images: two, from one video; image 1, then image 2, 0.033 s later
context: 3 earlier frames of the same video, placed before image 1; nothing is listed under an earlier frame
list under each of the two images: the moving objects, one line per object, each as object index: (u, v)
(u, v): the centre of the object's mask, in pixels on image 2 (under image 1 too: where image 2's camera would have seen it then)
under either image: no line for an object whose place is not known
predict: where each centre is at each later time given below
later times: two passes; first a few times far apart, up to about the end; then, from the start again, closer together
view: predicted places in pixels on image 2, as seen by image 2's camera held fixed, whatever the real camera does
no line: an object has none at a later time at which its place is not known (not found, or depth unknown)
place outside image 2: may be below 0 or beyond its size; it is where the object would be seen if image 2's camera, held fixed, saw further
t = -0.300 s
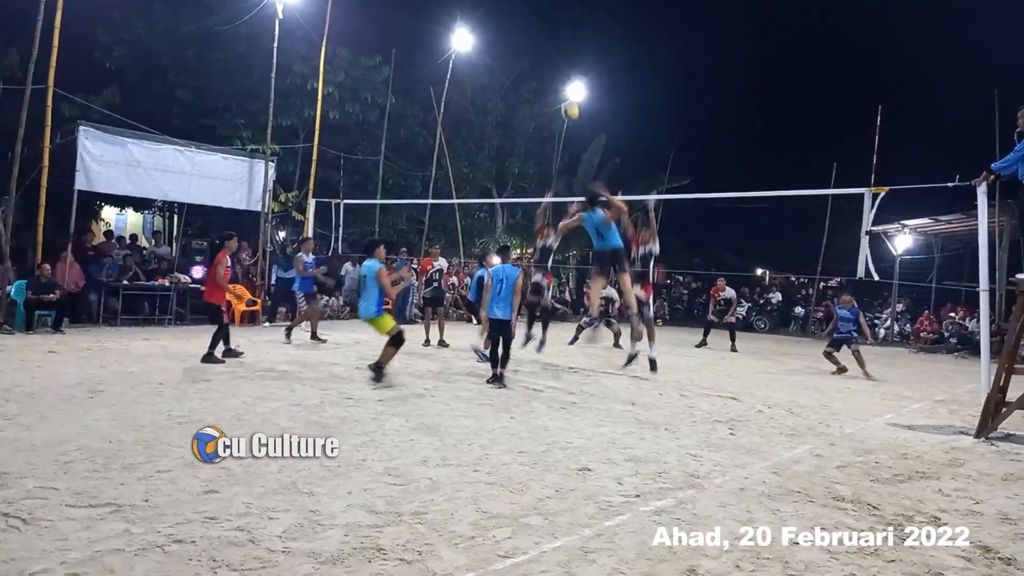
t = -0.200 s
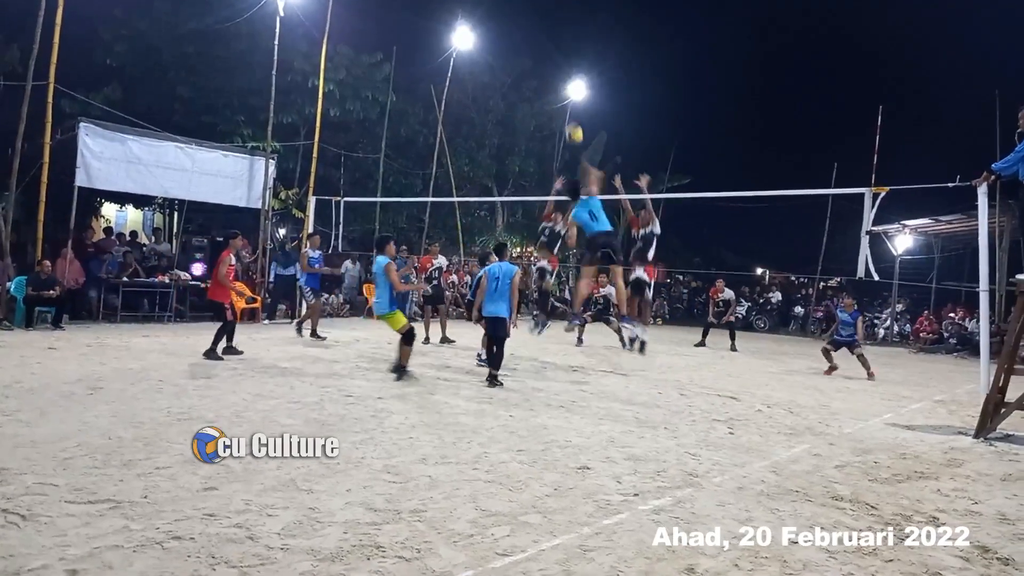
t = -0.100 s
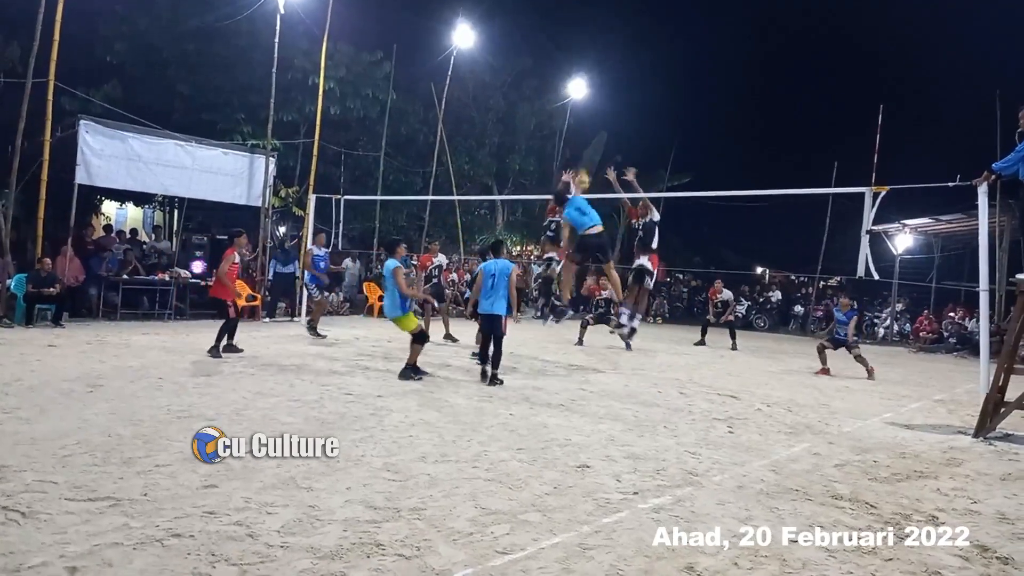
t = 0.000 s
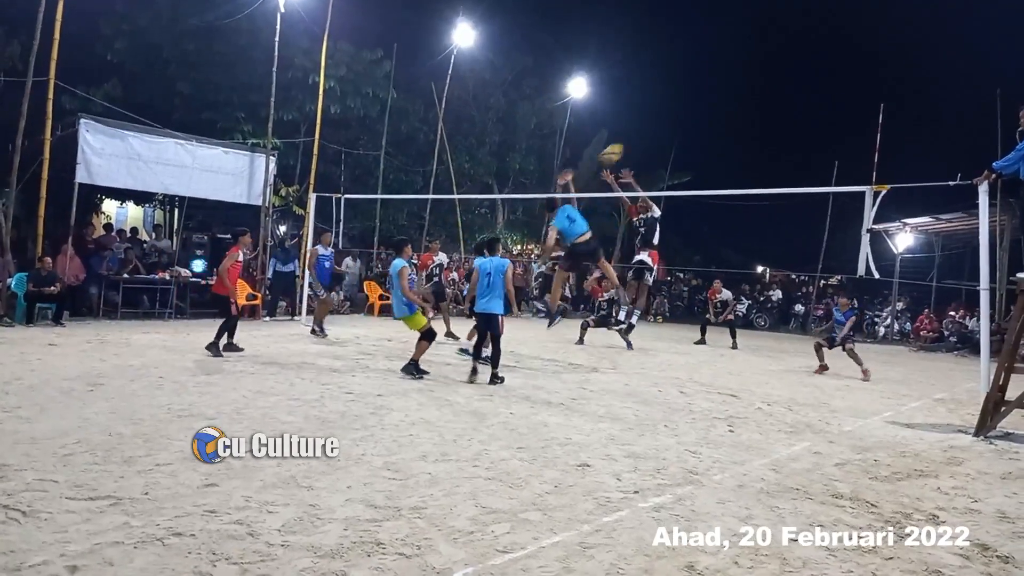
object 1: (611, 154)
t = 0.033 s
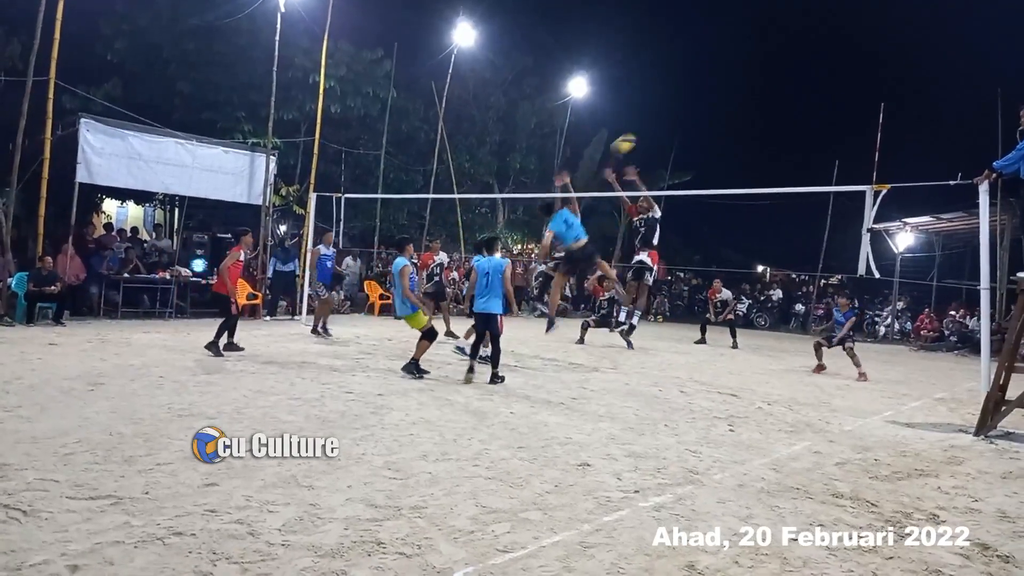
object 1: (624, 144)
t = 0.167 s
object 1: (673, 114)
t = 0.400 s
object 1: (782, 94)
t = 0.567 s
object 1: (886, 118)
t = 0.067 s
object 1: (635, 136)
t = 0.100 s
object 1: (647, 128)
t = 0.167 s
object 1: (673, 114)
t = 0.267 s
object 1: (715, 100)
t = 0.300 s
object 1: (730, 97)
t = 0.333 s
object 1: (747, 95)
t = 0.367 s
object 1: (764, 94)
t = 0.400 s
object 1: (782, 94)
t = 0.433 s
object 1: (800, 95)
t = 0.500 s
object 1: (841, 103)
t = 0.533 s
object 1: (862, 109)
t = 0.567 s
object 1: (886, 118)
